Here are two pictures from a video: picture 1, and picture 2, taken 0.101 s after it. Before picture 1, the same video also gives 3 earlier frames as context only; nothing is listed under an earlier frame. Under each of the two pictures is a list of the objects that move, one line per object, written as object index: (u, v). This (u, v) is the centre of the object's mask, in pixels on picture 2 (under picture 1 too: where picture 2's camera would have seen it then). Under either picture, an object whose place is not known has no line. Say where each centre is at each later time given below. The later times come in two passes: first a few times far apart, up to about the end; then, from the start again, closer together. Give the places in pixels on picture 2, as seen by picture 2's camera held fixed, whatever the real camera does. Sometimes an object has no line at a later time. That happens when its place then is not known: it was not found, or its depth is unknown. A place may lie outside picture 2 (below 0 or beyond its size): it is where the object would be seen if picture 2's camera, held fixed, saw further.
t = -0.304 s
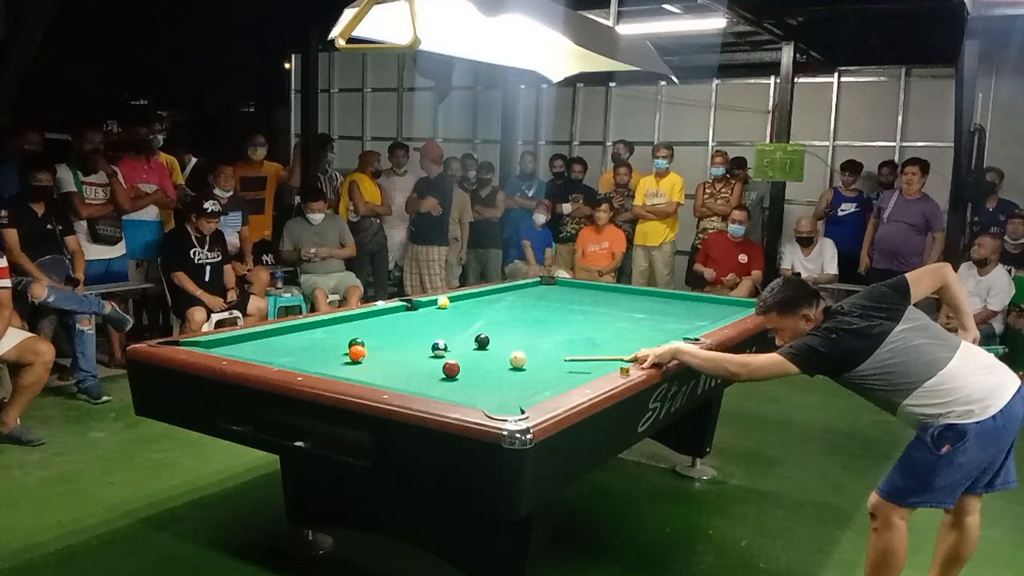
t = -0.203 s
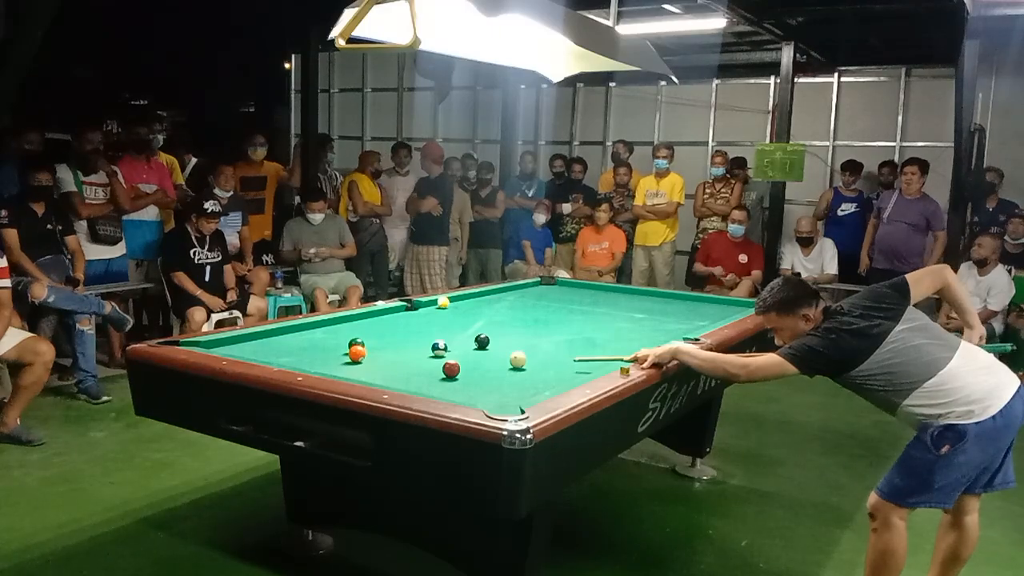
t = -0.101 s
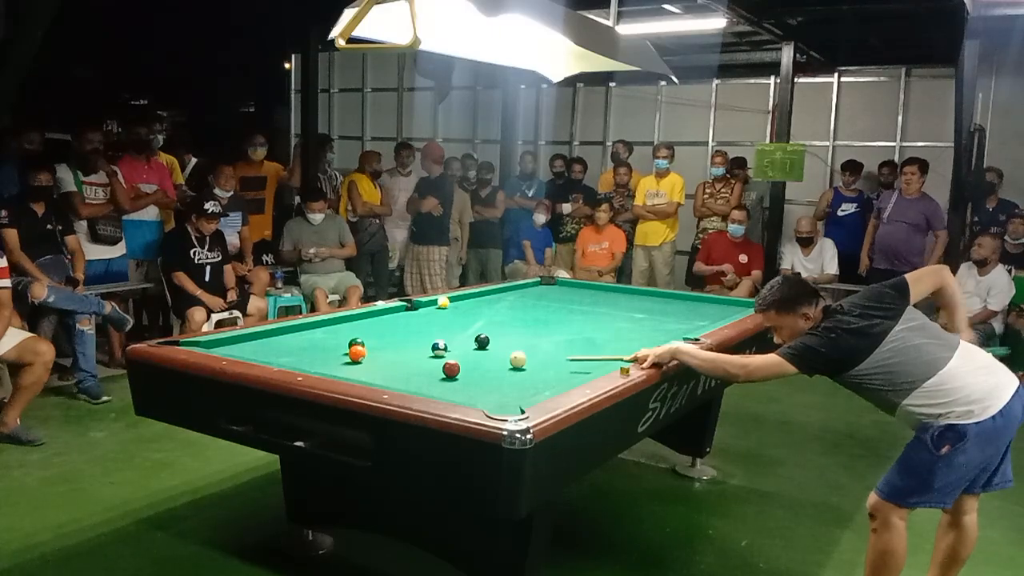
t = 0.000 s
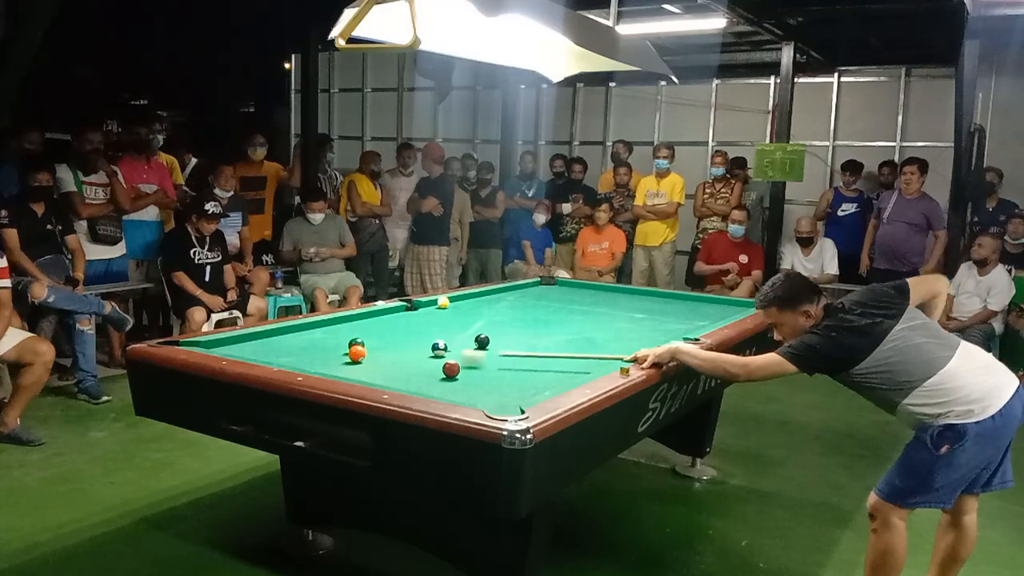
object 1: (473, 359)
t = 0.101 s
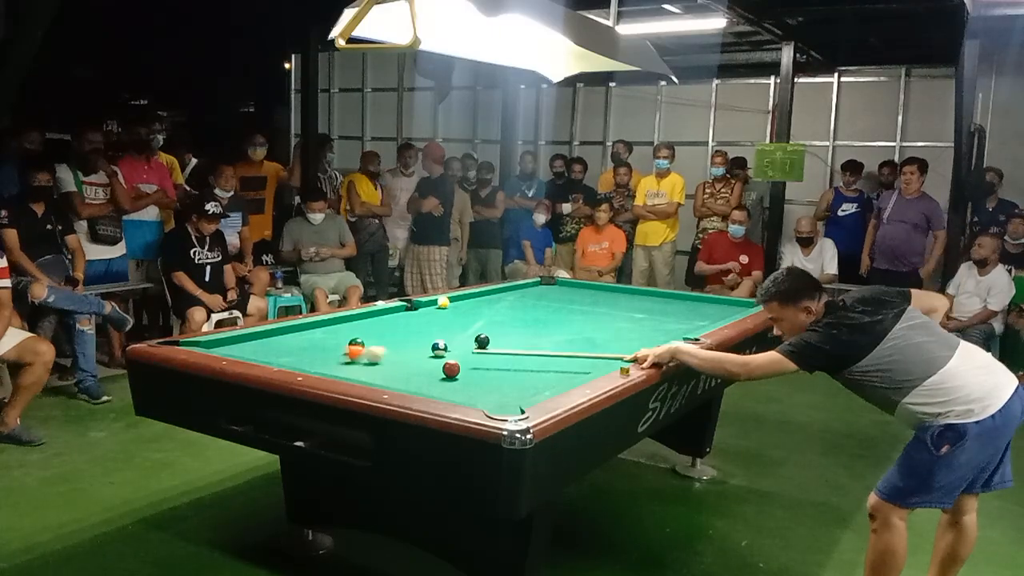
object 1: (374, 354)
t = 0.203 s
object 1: (366, 356)
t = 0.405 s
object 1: (322, 357)
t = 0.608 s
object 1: (266, 355)
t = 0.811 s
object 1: (252, 352)
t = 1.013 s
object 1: (252, 349)
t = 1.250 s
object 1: (253, 342)
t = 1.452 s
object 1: (254, 338)
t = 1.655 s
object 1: (262, 335)
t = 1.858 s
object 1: (278, 334)
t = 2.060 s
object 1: (292, 334)
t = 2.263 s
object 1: (305, 333)
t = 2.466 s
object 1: (316, 333)
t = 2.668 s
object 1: (326, 332)
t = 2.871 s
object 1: (335, 332)
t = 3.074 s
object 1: (342, 331)
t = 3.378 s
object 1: (355, 331)
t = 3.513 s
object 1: (355, 330)
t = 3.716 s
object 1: (358, 330)
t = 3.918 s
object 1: (360, 330)
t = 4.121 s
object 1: (362, 330)
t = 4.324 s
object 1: (363, 330)
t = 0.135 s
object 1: (372, 354)
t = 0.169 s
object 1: (370, 356)
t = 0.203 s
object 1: (366, 356)
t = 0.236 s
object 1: (362, 357)
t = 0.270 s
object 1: (356, 357)
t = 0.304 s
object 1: (349, 357)
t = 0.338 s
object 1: (341, 357)
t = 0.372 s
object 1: (331, 357)
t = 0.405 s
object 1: (322, 357)
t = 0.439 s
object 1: (313, 357)
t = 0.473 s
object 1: (303, 357)
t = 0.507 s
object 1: (294, 357)
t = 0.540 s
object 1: (285, 357)
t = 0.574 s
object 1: (275, 356)
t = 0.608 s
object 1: (266, 355)
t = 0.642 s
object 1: (257, 355)
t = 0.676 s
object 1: (252, 354)
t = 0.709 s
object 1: (252, 353)
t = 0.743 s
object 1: (252, 353)
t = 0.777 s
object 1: (252, 352)
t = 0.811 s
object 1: (252, 352)
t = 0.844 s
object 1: (252, 351)
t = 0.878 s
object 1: (252, 351)
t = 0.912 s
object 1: (252, 350)
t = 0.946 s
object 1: (252, 350)
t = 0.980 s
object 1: (252, 349)
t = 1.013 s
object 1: (252, 349)
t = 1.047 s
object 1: (253, 348)
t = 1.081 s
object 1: (253, 347)
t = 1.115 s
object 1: (253, 346)
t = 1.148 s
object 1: (253, 345)
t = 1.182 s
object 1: (253, 344)
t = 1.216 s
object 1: (253, 343)
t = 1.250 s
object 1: (253, 342)
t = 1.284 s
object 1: (253, 342)
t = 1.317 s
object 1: (254, 341)
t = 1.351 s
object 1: (254, 340)
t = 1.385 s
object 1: (254, 339)
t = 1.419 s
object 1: (254, 339)
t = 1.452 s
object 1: (254, 338)
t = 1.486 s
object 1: (254, 338)
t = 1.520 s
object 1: (254, 337)
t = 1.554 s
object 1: (255, 336)
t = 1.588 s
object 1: (257, 335)
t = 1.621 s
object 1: (259, 335)
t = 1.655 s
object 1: (262, 335)
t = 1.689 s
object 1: (265, 335)
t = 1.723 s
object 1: (268, 335)
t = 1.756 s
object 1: (270, 335)
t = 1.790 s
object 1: (273, 335)
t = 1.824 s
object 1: (275, 335)
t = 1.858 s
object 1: (278, 334)
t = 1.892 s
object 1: (280, 334)
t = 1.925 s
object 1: (282, 334)
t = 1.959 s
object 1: (285, 334)
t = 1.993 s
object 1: (287, 334)
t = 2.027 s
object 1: (289, 334)
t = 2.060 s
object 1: (292, 334)
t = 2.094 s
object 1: (294, 334)
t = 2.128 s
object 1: (296, 334)
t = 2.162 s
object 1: (298, 334)
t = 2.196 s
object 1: (300, 334)
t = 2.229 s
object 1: (302, 333)
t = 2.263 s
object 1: (305, 333)
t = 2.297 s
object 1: (306, 333)
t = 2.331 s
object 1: (308, 333)
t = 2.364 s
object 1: (310, 333)
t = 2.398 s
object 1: (312, 333)
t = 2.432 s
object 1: (314, 332)
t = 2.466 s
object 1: (316, 333)
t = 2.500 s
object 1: (317, 333)
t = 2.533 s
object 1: (319, 333)
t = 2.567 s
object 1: (321, 333)
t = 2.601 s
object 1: (323, 333)
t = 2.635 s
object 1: (324, 332)
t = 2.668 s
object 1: (326, 332)
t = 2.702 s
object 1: (327, 332)
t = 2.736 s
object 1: (329, 332)
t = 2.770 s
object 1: (330, 332)
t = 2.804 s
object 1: (332, 332)
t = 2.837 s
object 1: (333, 332)
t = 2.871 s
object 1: (335, 332)
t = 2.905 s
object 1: (335, 332)
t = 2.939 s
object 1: (339, 331)
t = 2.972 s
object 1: (338, 331)
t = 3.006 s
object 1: (339, 331)
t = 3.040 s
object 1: (341, 331)
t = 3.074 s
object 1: (342, 331)
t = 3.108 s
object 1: (341, 331)
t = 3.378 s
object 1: (355, 331)
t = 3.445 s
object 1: (358, 330)
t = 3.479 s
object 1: (354, 330)
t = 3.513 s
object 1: (355, 330)
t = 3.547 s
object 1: (355, 330)
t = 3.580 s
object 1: (356, 330)
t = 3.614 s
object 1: (356, 330)
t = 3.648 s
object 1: (357, 330)
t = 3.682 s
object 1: (358, 330)
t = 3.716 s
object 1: (358, 330)
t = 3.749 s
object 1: (359, 330)
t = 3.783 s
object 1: (359, 330)
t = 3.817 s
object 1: (359, 330)
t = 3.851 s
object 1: (360, 330)
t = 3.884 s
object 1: (360, 330)
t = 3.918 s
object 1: (360, 330)
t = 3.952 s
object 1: (361, 330)
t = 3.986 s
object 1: (361, 330)
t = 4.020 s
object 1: (362, 330)
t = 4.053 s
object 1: (362, 330)
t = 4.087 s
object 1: (362, 330)
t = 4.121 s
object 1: (362, 330)
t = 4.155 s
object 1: (362, 330)
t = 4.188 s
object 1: (362, 330)
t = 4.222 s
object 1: (363, 330)
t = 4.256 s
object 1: (363, 330)
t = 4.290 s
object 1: (363, 330)
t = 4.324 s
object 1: (363, 330)
